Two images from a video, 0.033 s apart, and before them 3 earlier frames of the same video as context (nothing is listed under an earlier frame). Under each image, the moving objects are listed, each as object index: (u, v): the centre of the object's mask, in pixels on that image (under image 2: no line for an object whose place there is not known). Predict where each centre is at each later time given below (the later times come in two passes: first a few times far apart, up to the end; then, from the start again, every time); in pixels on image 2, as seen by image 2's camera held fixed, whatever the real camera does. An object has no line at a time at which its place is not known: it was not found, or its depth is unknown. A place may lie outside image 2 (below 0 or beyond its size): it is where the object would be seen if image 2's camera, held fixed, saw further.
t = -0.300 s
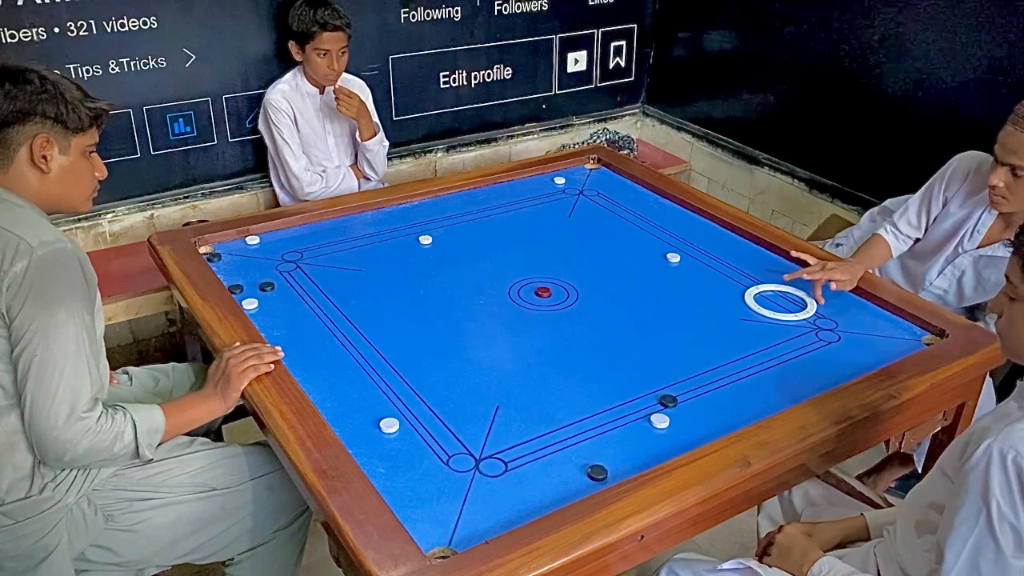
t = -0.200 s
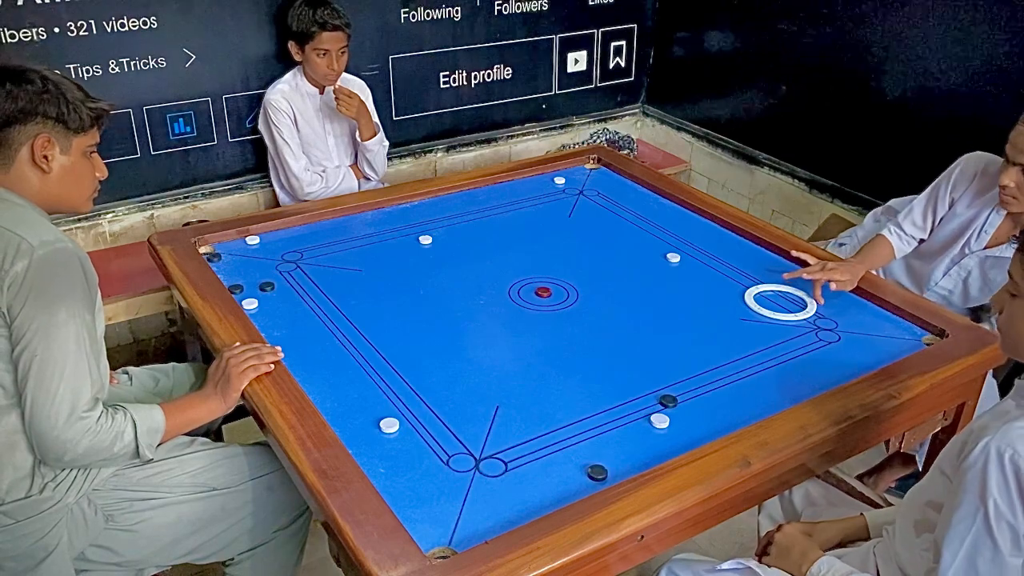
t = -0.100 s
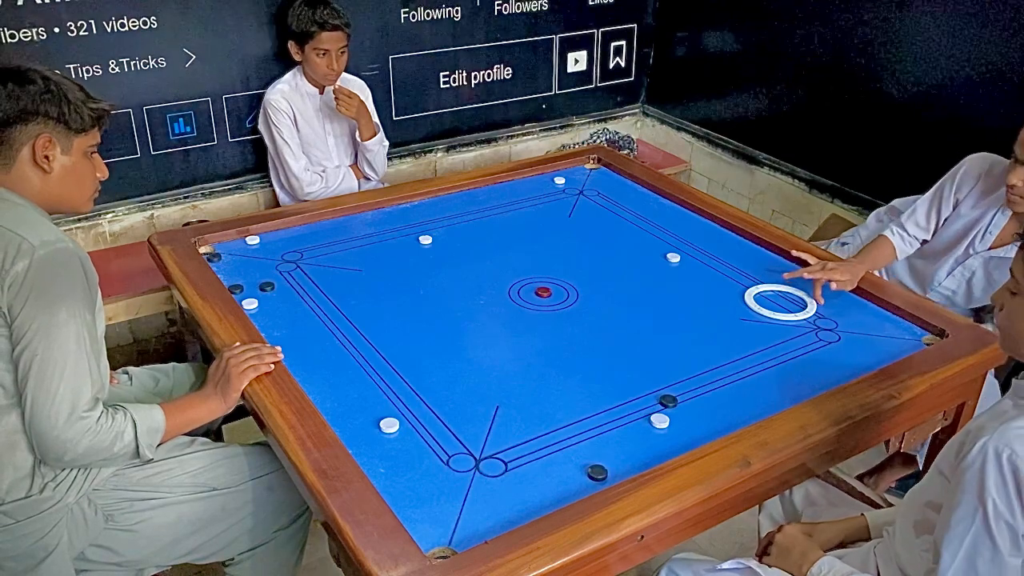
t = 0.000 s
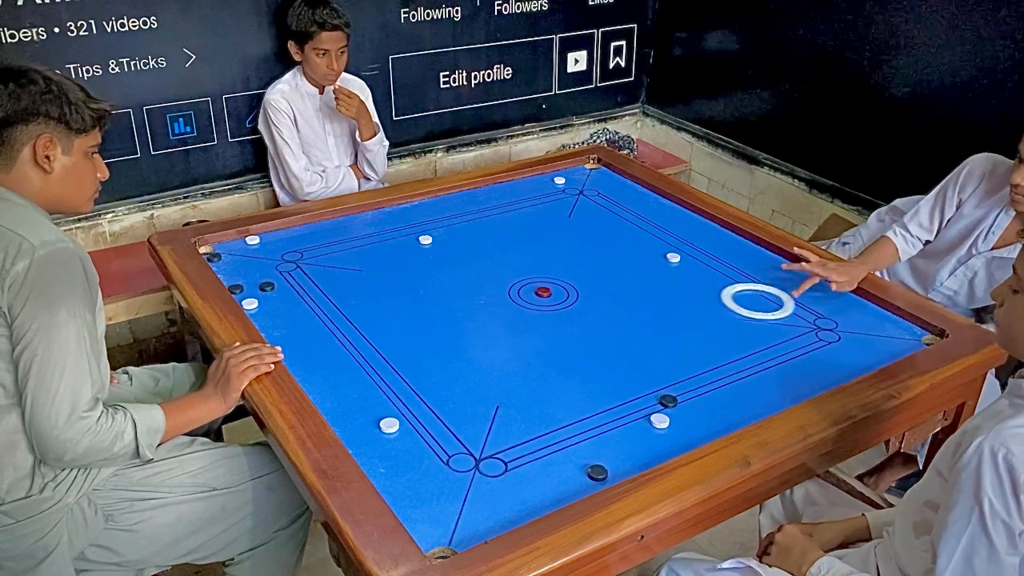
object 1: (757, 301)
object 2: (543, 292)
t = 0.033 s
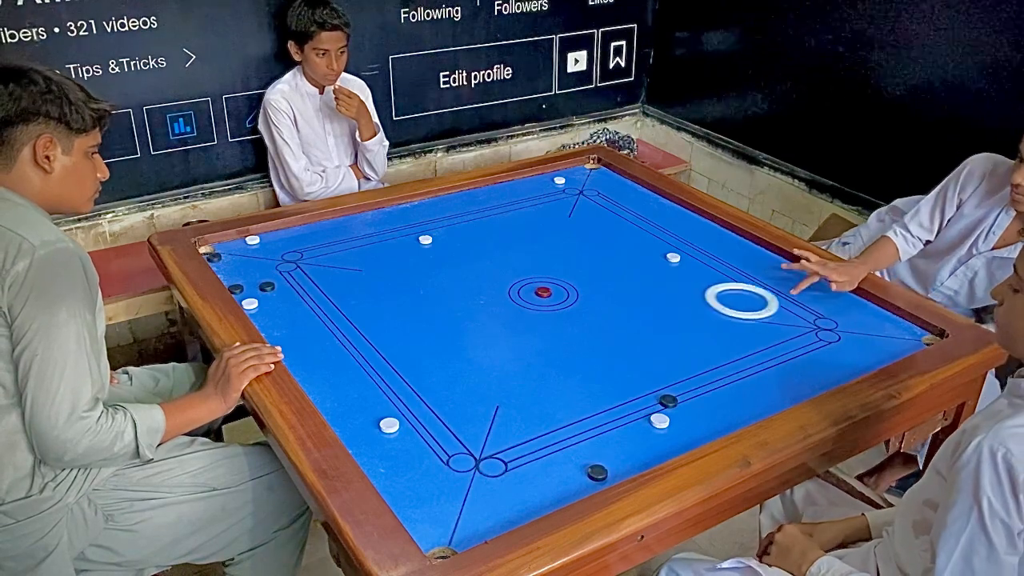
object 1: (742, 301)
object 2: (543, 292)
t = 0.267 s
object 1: (634, 297)
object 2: (543, 292)
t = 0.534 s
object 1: (531, 294)
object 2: (479, 289)
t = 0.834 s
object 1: (432, 291)
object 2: (364, 284)
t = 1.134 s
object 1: (342, 287)
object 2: (256, 279)
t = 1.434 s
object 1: (286, 282)
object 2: (247, 261)
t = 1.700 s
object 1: (277, 278)
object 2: (276, 243)
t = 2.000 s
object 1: (271, 275)
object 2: (303, 227)
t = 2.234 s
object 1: (270, 273)
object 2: (328, 225)
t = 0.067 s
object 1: (726, 300)
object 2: (543, 292)
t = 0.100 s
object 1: (710, 300)
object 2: (543, 292)
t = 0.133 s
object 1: (694, 299)
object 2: (543, 292)
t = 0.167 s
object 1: (679, 299)
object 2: (543, 292)
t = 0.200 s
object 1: (664, 298)
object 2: (543, 292)
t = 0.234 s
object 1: (649, 298)
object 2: (543, 292)
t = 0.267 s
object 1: (634, 297)
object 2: (543, 292)
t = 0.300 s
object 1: (619, 297)
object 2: (543, 292)
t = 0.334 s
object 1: (604, 296)
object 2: (543, 292)
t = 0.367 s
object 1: (590, 296)
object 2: (543, 292)
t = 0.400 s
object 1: (577, 295)
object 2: (534, 291)
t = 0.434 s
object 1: (566, 295)
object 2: (520, 290)
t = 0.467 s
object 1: (554, 295)
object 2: (506, 289)
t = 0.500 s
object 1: (542, 294)
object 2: (493, 289)
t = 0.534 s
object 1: (531, 294)
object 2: (479, 289)
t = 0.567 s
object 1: (520, 294)
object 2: (466, 288)
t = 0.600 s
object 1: (508, 293)
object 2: (453, 288)
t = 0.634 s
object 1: (497, 293)
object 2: (440, 287)
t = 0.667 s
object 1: (486, 292)
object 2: (427, 286)
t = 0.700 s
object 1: (475, 292)
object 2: (414, 286)
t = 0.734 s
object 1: (465, 292)
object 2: (401, 285)
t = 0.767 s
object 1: (454, 291)
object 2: (389, 285)
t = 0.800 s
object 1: (443, 291)
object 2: (376, 284)
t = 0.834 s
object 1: (432, 291)
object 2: (364, 284)
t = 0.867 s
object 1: (422, 290)
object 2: (351, 283)
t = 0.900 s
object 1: (412, 290)
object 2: (339, 283)
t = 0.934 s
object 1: (401, 289)
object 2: (327, 282)
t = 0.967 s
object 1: (391, 289)
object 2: (315, 282)
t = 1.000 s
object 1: (381, 289)
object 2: (303, 280)
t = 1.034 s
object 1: (371, 288)
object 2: (291, 280)
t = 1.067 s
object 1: (361, 288)
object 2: (280, 280)
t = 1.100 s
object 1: (352, 288)
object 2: (268, 278)
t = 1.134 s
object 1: (342, 287)
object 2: (256, 279)
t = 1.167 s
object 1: (332, 287)
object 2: (245, 278)
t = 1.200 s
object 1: (322, 287)
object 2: (234, 277)
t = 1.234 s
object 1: (313, 286)
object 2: (224, 276)
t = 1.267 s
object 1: (305, 286)
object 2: (225, 274)
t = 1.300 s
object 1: (297, 285)
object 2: (230, 271)
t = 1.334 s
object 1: (291, 285)
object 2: (235, 269)
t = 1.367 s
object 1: (289, 284)
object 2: (239, 266)
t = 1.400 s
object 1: (287, 283)
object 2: (243, 264)
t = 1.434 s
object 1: (286, 282)
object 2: (247, 261)
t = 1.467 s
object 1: (284, 282)
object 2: (251, 259)
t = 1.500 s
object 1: (283, 281)
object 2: (254, 257)
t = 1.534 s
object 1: (282, 280)
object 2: (258, 254)
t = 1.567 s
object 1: (281, 280)
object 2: (262, 251)
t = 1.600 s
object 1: (280, 279)
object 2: (265, 249)
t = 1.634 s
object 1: (279, 279)
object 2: (269, 247)
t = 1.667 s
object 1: (278, 278)
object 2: (272, 245)
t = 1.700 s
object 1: (277, 278)
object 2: (276, 243)
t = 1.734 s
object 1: (276, 277)
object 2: (279, 241)
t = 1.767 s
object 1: (275, 277)
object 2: (282, 239)
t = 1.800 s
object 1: (274, 276)
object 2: (285, 237)
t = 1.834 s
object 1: (274, 276)
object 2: (289, 235)
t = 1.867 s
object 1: (273, 276)
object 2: (292, 233)
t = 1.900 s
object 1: (273, 275)
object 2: (295, 231)
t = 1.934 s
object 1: (272, 275)
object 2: (298, 230)
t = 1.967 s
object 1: (272, 275)
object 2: (301, 228)
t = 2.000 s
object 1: (271, 275)
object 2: (303, 227)
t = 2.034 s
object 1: (271, 274)
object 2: (306, 226)
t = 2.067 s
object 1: (270, 274)
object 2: (310, 225)
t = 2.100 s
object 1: (270, 274)
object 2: (313, 225)
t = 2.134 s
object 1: (270, 274)
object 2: (317, 225)
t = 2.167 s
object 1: (270, 274)
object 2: (321, 225)
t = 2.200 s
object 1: (270, 274)
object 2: (325, 225)
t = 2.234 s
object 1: (270, 273)
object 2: (328, 225)
